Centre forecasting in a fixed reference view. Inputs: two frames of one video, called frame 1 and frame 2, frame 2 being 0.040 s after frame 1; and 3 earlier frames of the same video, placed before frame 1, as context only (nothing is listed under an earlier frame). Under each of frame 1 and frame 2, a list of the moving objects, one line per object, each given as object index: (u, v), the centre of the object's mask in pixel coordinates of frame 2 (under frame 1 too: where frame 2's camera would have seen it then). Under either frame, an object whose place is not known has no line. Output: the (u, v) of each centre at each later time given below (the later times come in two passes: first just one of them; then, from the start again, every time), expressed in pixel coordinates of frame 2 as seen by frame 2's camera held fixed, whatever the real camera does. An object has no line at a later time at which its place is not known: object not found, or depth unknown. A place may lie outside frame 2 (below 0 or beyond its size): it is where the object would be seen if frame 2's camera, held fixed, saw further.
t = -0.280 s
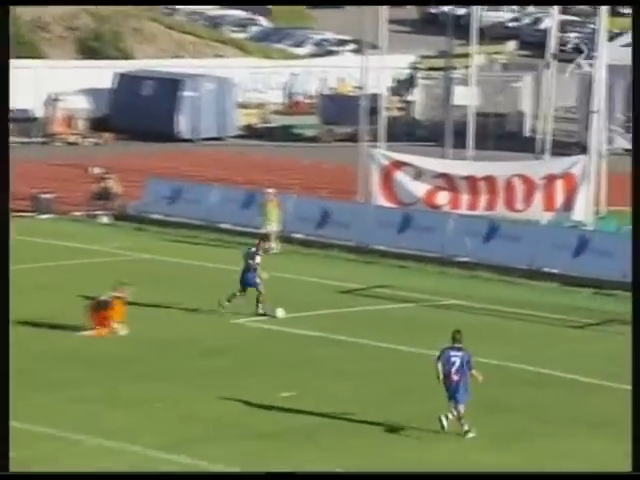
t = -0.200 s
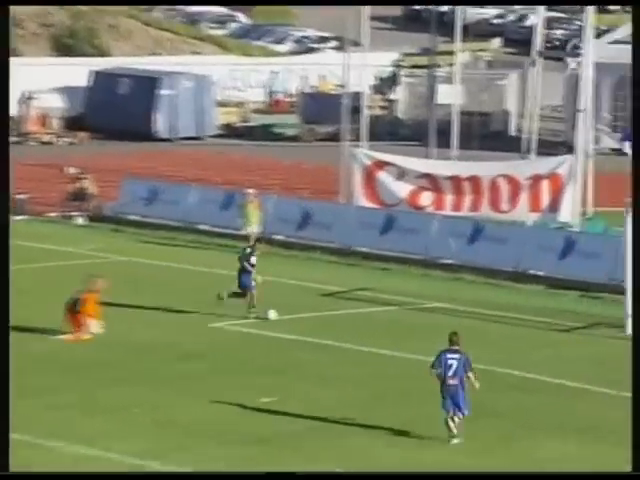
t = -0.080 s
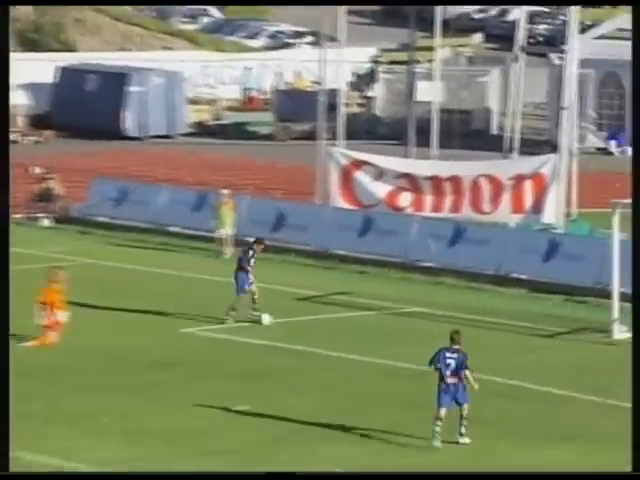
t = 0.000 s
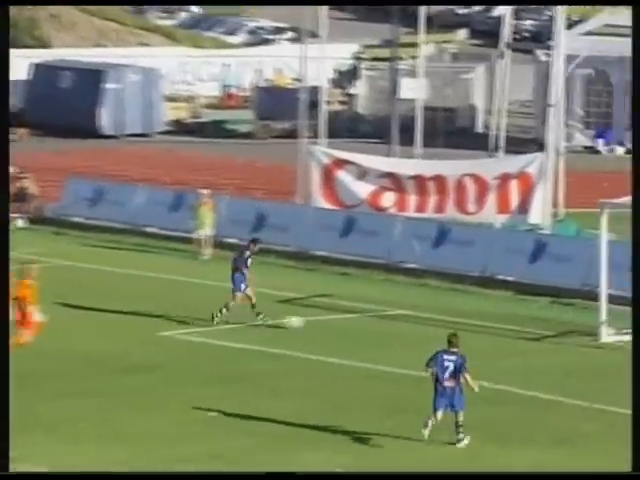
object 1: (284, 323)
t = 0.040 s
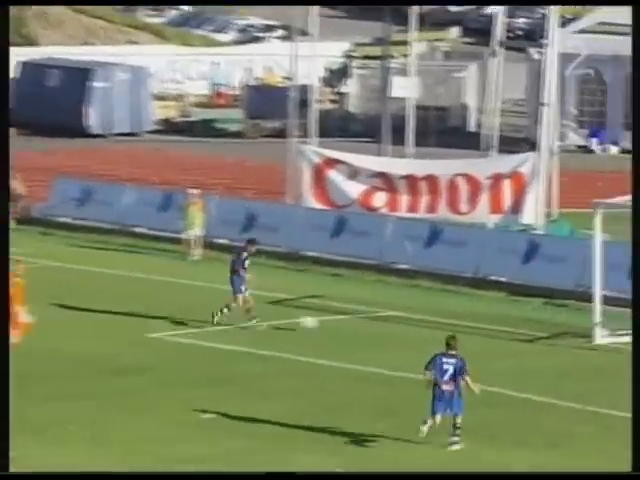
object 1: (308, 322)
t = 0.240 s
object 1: (428, 332)
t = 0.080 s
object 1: (333, 323)
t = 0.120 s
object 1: (358, 324)
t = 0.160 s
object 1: (381, 327)
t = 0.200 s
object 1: (406, 330)
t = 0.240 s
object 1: (428, 332)
